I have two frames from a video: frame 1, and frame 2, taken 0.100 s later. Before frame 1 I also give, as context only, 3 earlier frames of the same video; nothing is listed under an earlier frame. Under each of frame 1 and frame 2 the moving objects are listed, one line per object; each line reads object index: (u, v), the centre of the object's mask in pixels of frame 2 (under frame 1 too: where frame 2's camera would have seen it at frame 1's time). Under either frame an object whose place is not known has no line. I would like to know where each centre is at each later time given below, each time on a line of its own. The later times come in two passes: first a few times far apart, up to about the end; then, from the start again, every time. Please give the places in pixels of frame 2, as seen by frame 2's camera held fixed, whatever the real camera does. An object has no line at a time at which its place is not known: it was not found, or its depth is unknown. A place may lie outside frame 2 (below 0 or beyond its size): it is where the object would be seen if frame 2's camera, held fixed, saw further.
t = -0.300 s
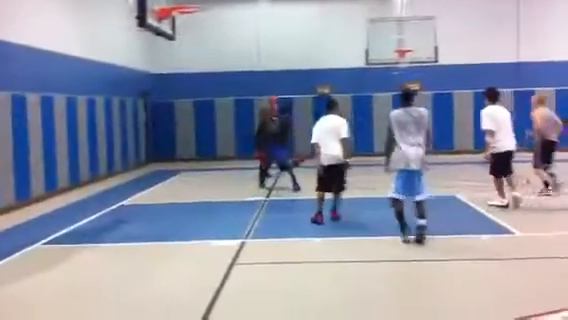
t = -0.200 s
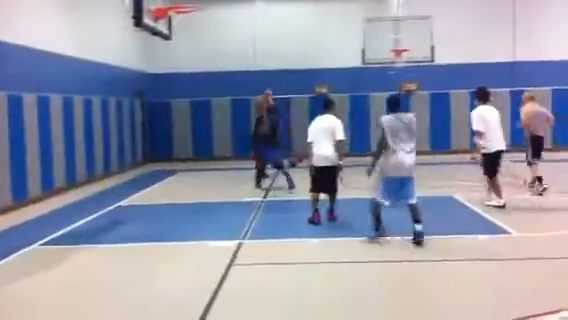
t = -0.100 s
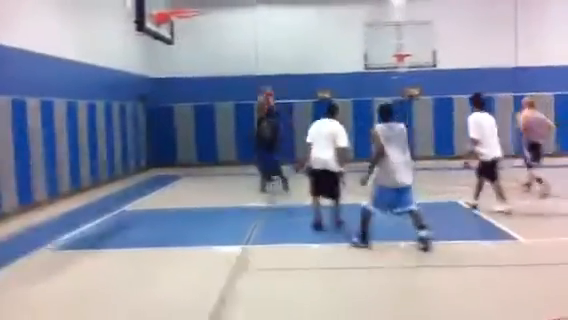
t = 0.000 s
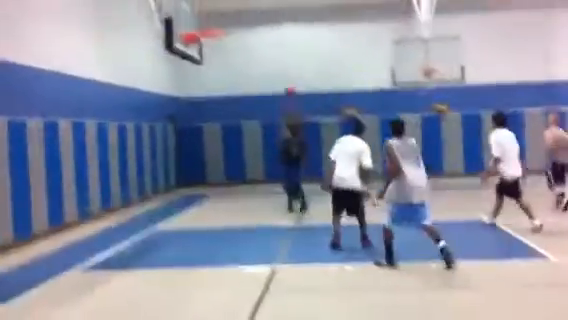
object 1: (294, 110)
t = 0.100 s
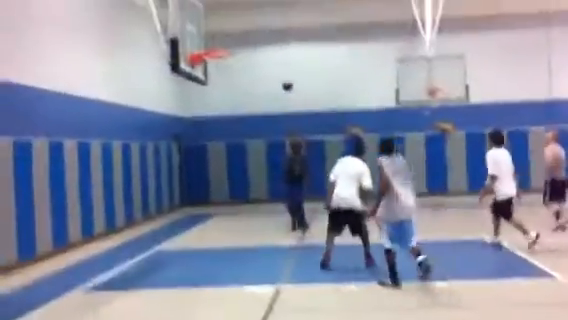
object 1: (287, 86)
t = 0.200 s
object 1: (281, 64)
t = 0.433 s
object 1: (264, 26)
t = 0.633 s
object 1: (250, 11)
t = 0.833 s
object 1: (235, 19)
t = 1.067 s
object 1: (219, 53)
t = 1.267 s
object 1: (225, 28)
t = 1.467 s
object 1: (233, 21)
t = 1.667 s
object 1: (243, 43)
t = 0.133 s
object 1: (284, 78)
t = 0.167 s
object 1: (283, 71)
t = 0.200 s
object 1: (281, 64)
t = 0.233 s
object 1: (279, 57)
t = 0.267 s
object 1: (276, 51)
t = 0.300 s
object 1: (274, 45)
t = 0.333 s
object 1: (271, 40)
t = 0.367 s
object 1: (268, 35)
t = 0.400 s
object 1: (267, 31)
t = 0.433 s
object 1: (264, 26)
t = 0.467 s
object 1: (261, 23)
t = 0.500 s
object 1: (259, 19)
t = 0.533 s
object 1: (257, 16)
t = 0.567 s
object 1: (254, 14)
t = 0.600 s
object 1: (253, 13)
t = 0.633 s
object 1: (250, 11)
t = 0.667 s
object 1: (248, 12)
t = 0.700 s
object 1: (245, 11)
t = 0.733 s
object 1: (243, 12)
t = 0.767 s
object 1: (240, 14)
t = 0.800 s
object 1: (237, 16)
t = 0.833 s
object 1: (235, 19)
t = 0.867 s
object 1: (231, 24)
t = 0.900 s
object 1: (228, 28)
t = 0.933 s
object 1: (225, 33)
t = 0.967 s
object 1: (223, 39)
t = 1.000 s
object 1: (220, 46)
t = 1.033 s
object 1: (219, 53)
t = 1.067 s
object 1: (219, 53)
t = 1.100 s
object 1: (219, 52)
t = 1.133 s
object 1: (219, 45)
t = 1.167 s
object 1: (221, 41)
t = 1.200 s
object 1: (221, 36)
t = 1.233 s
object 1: (223, 31)
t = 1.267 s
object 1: (225, 28)
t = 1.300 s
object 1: (226, 25)
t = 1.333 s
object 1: (228, 23)
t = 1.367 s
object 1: (228, 23)
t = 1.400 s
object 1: (229, 22)
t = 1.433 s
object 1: (231, 22)
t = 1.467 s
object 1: (233, 21)
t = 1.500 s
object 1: (234, 23)
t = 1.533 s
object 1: (236, 25)
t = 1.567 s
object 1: (238, 28)
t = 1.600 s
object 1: (239, 32)
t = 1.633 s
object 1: (241, 37)
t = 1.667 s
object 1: (243, 43)
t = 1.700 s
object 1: (246, 49)
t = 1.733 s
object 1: (247, 58)
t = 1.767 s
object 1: (249, 67)
